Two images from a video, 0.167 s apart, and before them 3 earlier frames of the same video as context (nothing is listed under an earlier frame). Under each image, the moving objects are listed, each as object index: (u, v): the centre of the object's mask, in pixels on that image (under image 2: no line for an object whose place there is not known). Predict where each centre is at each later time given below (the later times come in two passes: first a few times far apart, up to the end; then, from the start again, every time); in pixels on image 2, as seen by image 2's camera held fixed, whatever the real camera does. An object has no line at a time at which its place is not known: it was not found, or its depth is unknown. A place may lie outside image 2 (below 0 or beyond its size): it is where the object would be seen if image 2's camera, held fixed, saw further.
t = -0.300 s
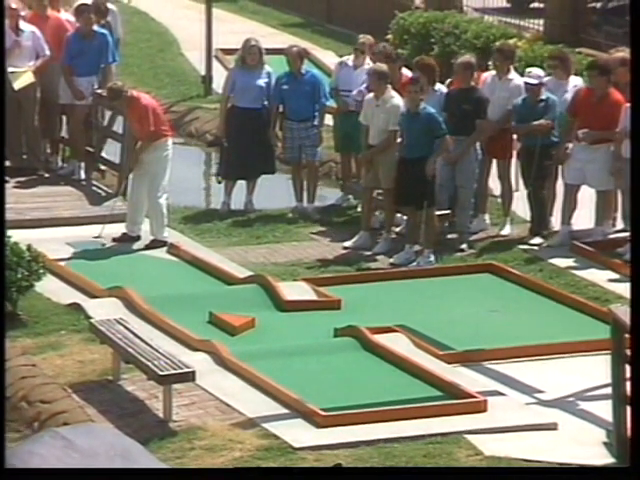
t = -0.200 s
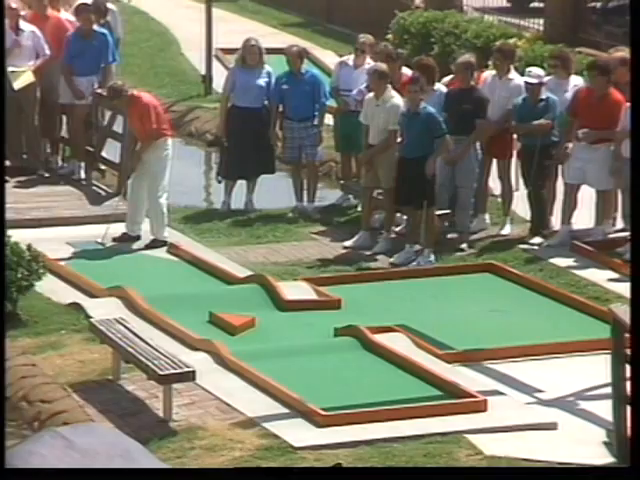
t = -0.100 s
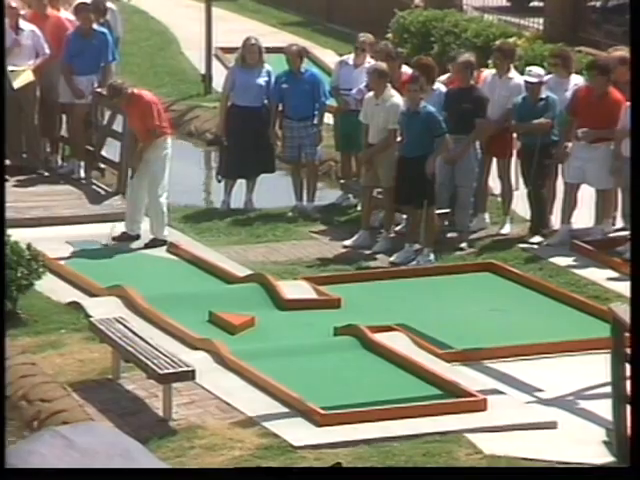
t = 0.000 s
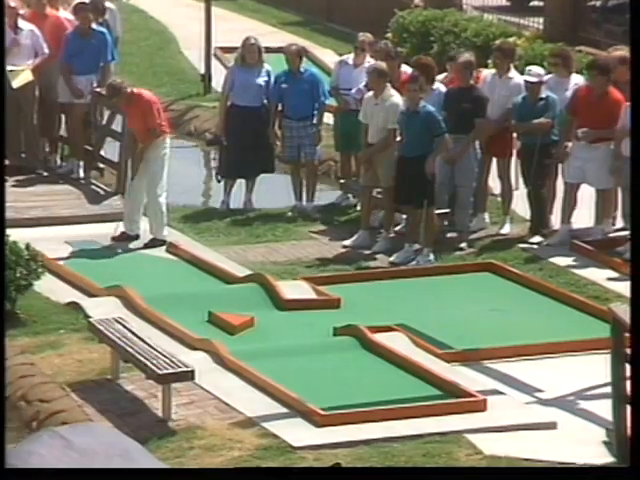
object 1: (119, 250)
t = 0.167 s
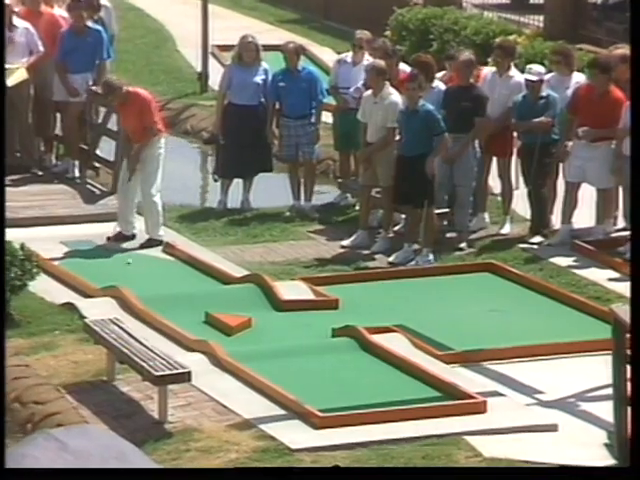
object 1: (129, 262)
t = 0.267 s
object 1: (136, 267)
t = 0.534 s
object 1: (156, 278)
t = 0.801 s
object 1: (175, 289)
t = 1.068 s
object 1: (190, 286)
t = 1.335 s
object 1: (201, 294)
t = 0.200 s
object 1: (130, 263)
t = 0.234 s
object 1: (133, 265)
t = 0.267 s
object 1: (136, 267)
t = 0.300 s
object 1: (138, 268)
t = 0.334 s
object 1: (140, 270)
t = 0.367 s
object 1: (143, 271)
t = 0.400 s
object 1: (146, 272)
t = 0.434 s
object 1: (148, 274)
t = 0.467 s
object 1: (150, 275)
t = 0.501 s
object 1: (153, 277)
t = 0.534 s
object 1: (156, 278)
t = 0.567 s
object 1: (157, 280)
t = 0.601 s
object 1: (160, 282)
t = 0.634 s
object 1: (162, 284)
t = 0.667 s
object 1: (165, 285)
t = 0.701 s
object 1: (168, 287)
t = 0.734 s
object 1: (169, 288)
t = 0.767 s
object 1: (172, 288)
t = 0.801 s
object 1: (175, 289)
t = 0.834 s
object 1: (177, 290)
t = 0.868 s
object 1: (180, 289)
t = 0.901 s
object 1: (181, 288)
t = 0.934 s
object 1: (184, 288)
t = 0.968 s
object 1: (185, 287)
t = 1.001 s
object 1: (187, 287)
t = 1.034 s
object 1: (188, 286)
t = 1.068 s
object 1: (190, 286)
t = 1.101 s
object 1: (191, 287)
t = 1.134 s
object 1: (193, 286)
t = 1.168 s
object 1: (194, 287)
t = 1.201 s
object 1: (195, 288)
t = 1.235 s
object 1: (197, 290)
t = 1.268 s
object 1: (198, 291)
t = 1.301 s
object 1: (199, 293)
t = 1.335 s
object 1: (201, 294)
